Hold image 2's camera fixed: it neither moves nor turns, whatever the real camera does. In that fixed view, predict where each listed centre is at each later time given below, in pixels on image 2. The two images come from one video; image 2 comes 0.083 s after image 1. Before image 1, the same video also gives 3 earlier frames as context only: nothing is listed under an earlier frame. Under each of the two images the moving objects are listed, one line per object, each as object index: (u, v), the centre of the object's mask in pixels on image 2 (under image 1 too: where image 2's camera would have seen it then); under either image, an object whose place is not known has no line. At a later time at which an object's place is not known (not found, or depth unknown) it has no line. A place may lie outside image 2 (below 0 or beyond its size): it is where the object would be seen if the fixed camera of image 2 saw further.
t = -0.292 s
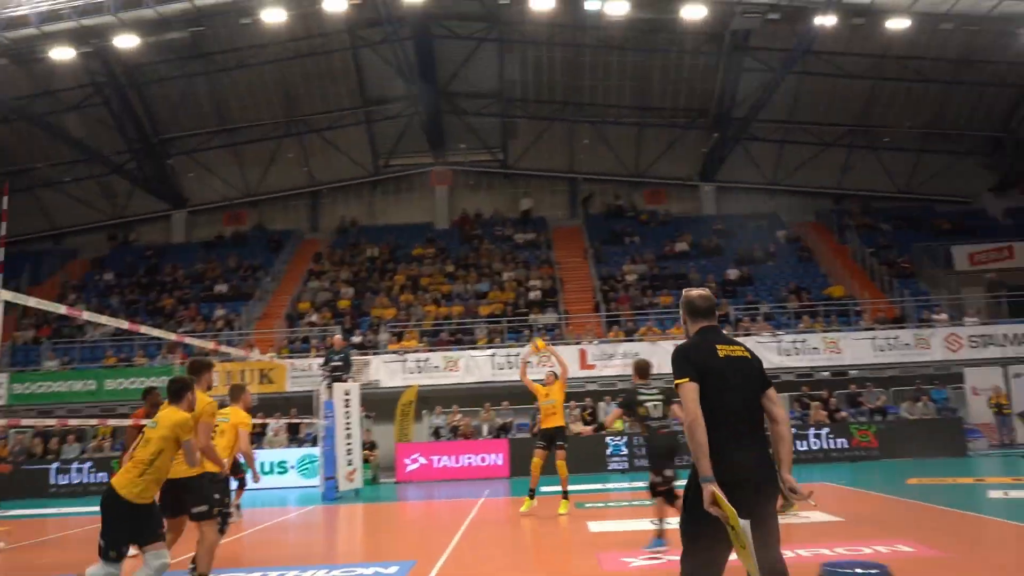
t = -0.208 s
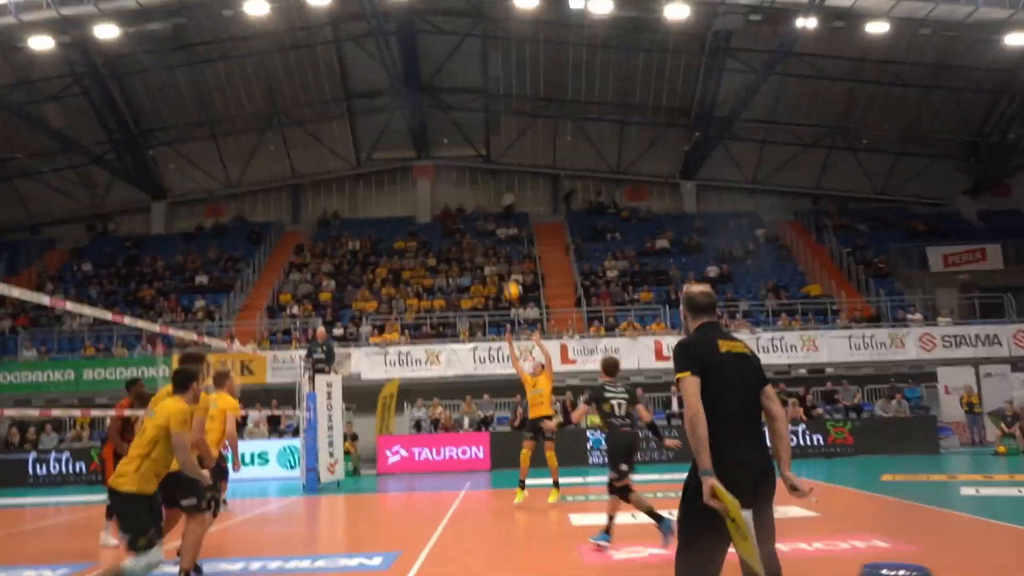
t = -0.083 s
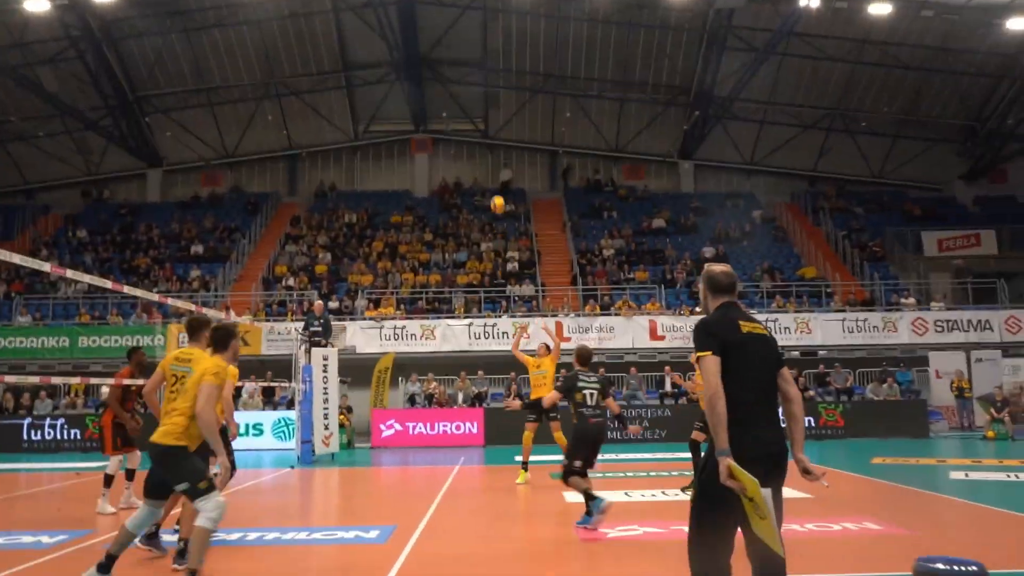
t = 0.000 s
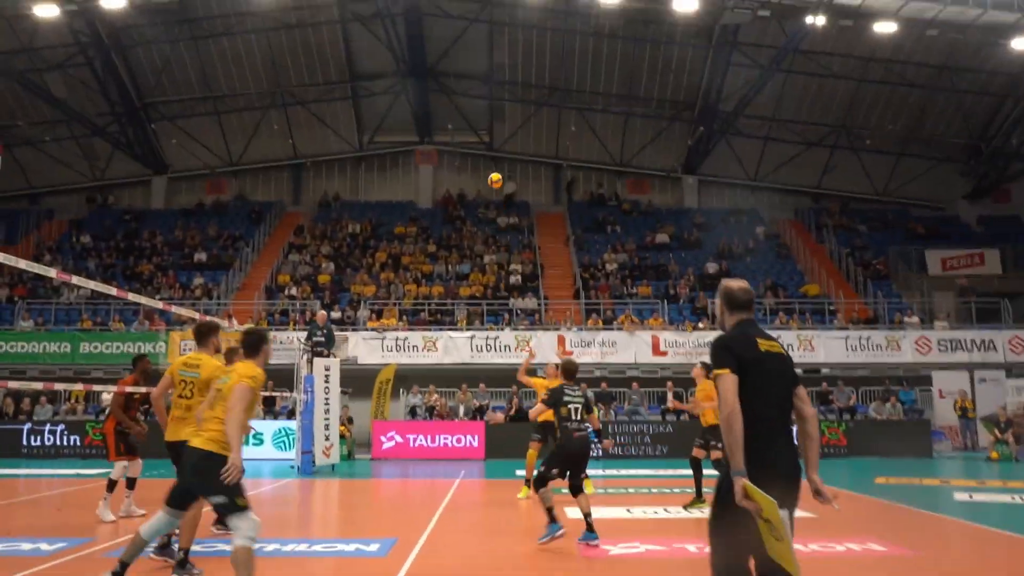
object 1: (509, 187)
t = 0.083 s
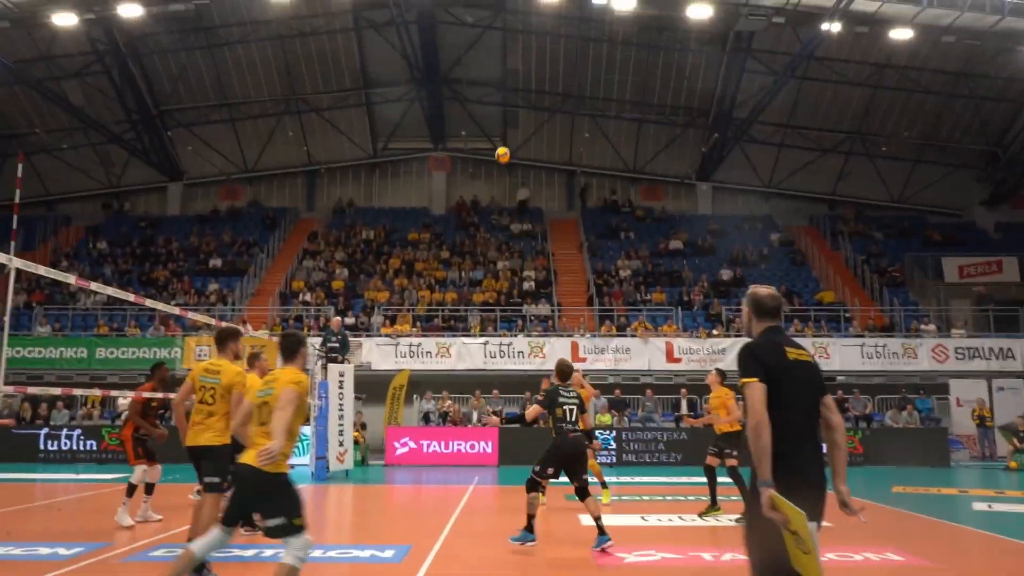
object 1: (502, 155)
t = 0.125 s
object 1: (499, 141)
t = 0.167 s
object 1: (496, 128)
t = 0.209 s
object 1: (492, 116)
